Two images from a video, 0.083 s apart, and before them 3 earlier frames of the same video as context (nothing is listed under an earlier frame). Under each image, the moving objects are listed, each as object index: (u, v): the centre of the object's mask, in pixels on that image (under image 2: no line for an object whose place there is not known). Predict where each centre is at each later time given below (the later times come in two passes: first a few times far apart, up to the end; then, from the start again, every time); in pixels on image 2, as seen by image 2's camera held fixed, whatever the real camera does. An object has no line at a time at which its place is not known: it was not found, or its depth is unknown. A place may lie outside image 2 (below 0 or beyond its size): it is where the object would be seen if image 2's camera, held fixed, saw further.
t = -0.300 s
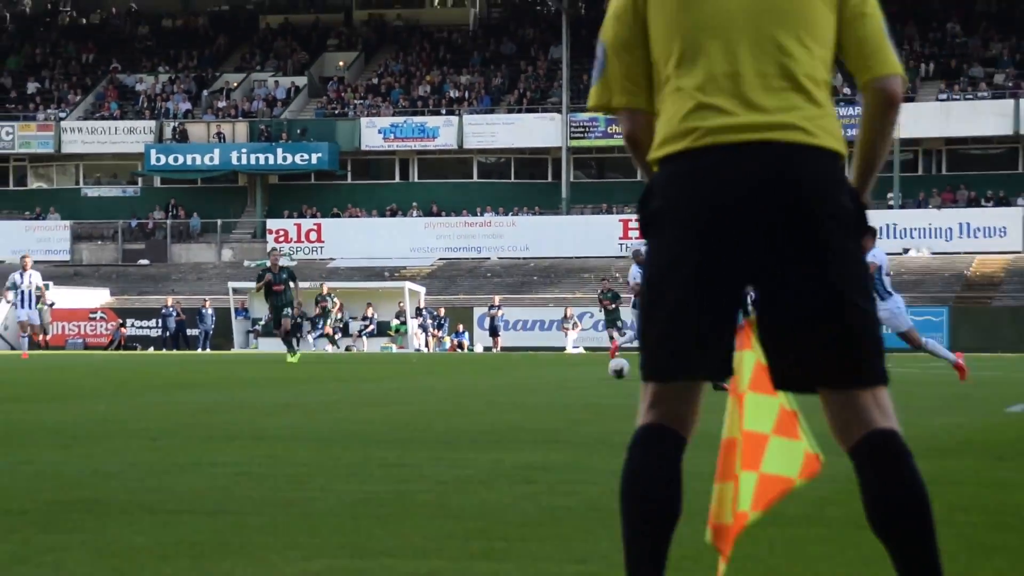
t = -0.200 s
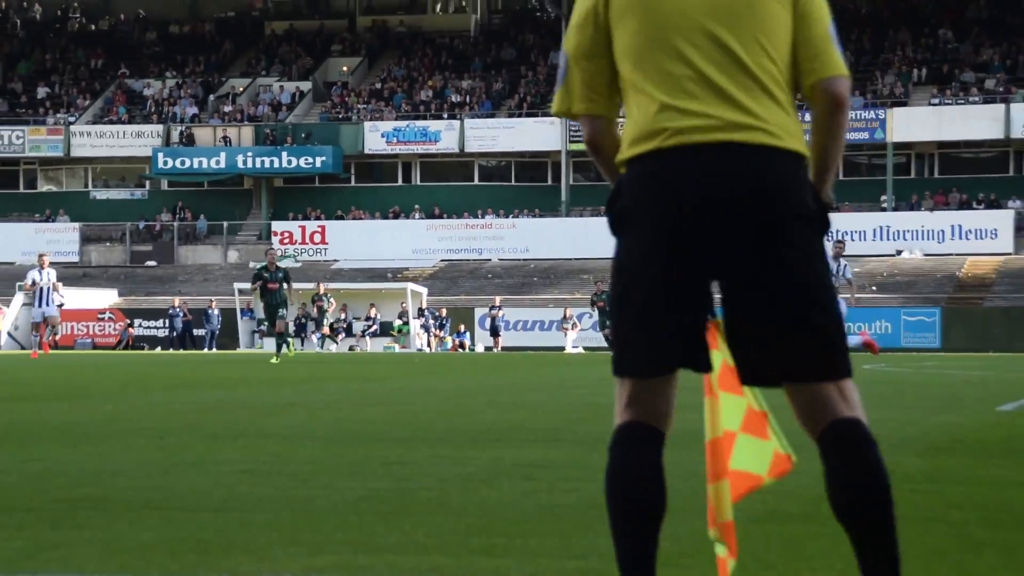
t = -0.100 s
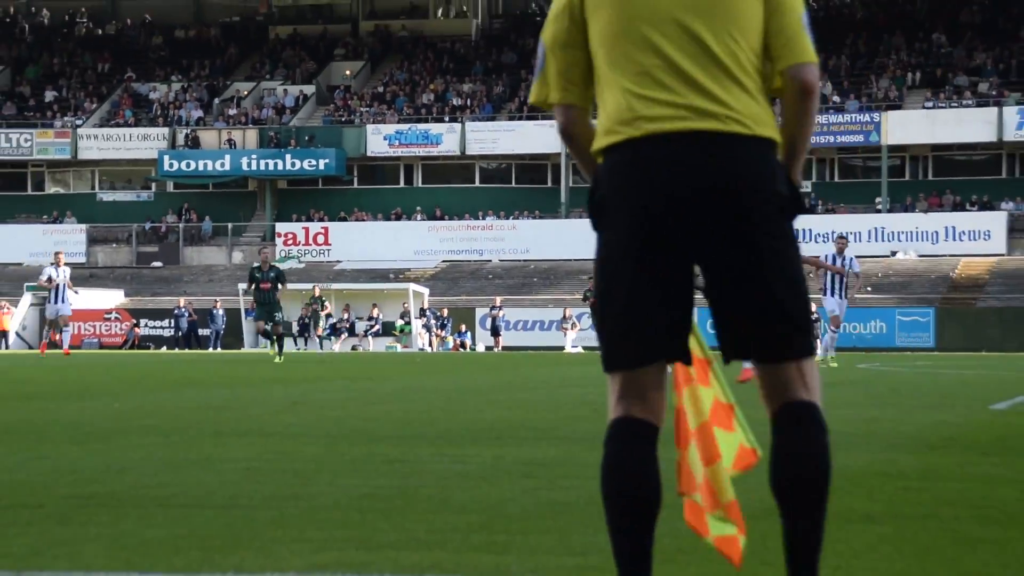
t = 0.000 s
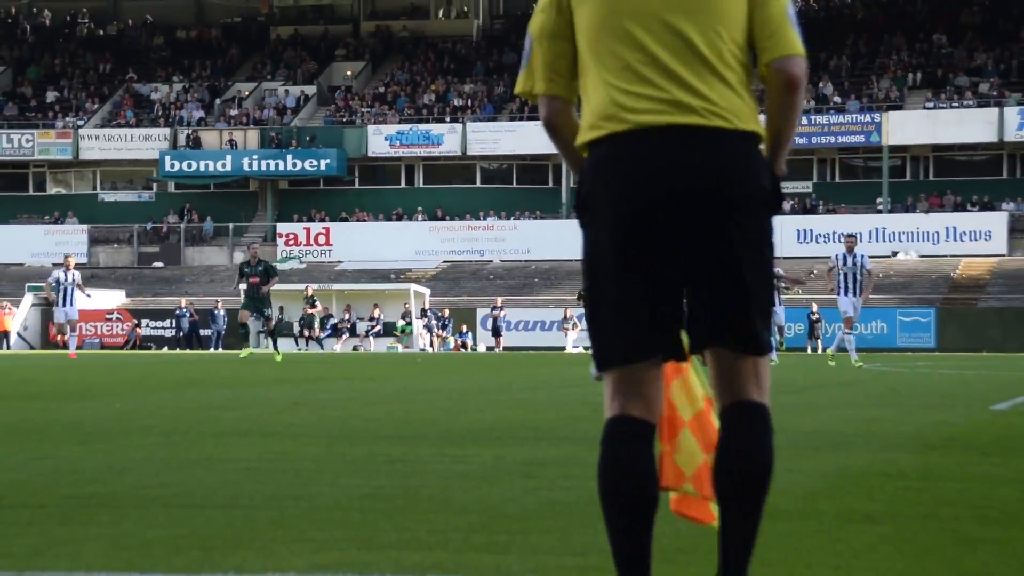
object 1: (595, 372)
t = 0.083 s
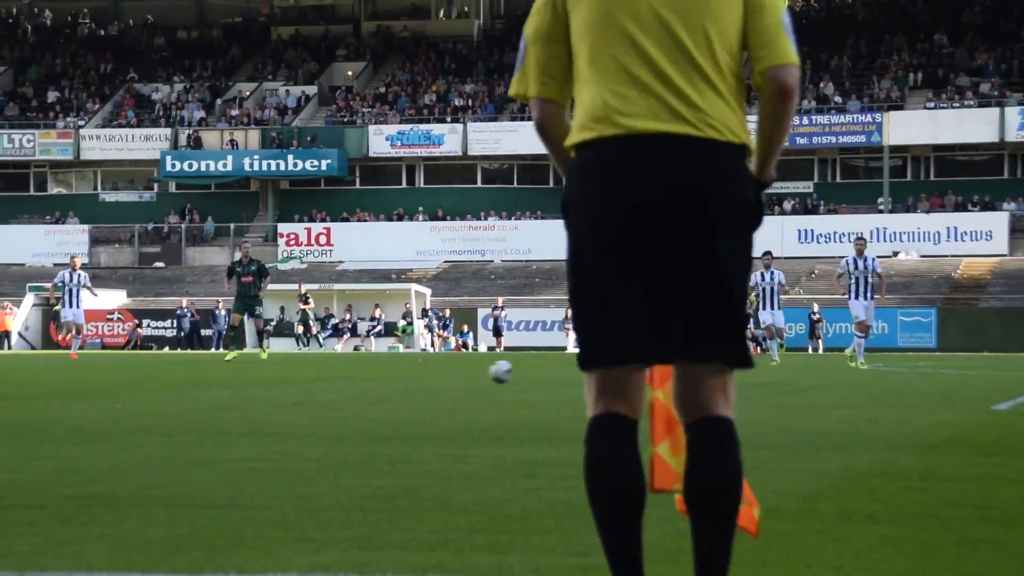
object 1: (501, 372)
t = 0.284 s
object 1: (265, 374)
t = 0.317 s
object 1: (226, 376)
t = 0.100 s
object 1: (481, 372)
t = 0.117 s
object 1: (461, 374)
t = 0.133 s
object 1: (440, 374)
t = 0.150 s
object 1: (421, 374)
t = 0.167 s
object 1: (402, 373)
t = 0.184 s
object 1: (383, 372)
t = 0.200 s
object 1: (364, 372)
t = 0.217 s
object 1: (344, 371)
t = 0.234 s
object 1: (325, 372)
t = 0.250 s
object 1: (305, 372)
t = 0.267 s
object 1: (286, 373)
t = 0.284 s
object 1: (265, 374)
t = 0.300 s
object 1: (246, 375)
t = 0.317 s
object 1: (226, 376)
